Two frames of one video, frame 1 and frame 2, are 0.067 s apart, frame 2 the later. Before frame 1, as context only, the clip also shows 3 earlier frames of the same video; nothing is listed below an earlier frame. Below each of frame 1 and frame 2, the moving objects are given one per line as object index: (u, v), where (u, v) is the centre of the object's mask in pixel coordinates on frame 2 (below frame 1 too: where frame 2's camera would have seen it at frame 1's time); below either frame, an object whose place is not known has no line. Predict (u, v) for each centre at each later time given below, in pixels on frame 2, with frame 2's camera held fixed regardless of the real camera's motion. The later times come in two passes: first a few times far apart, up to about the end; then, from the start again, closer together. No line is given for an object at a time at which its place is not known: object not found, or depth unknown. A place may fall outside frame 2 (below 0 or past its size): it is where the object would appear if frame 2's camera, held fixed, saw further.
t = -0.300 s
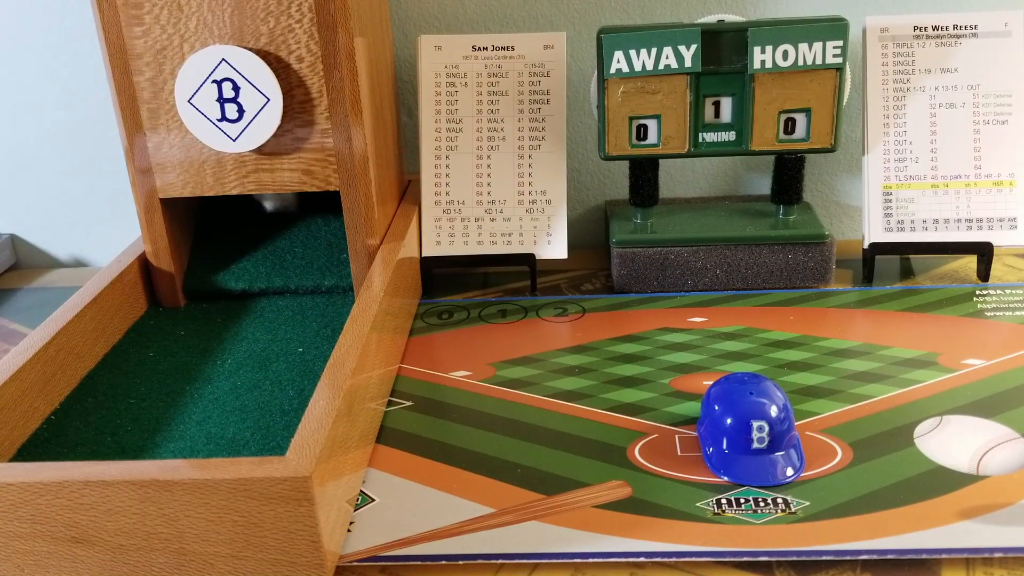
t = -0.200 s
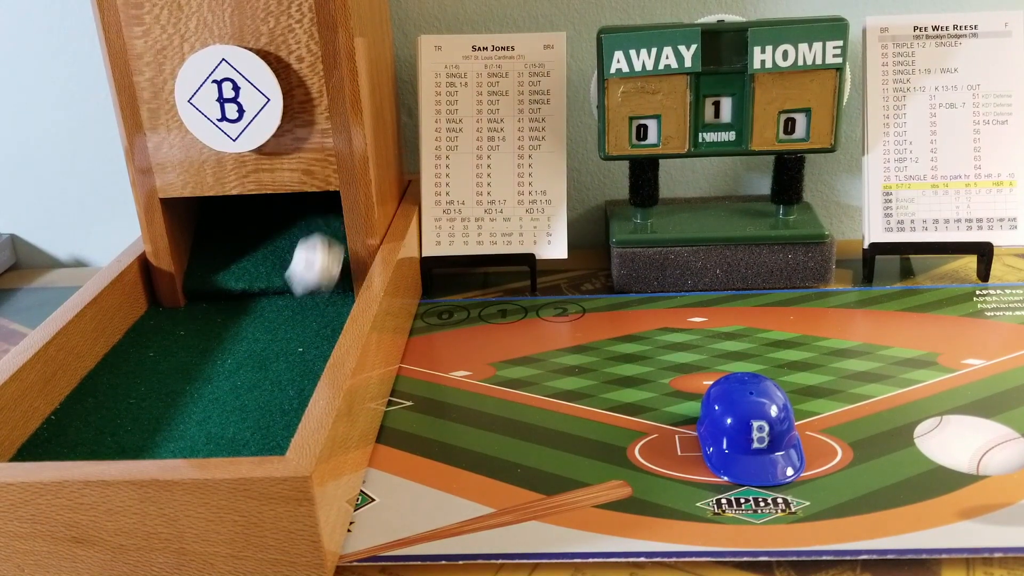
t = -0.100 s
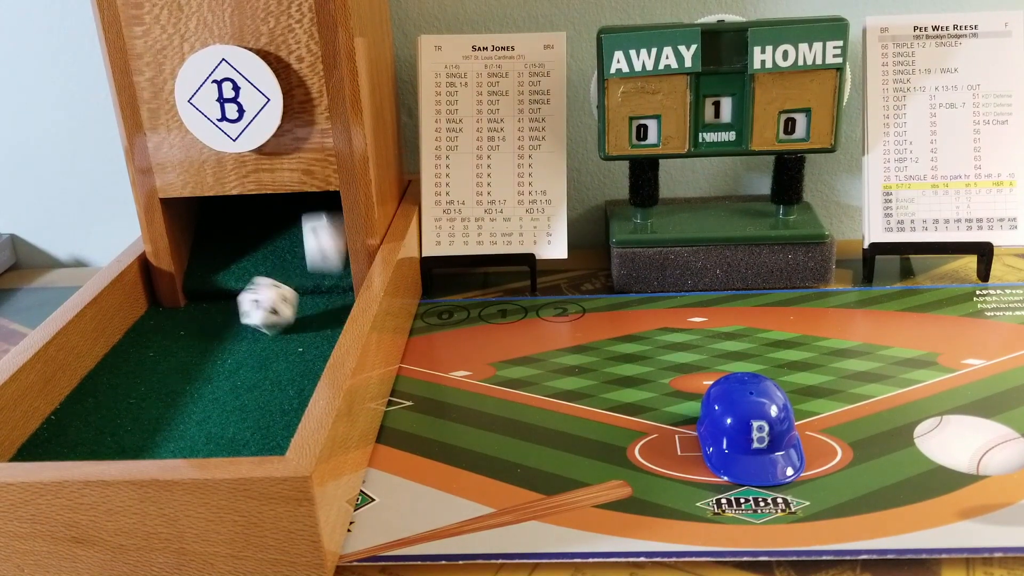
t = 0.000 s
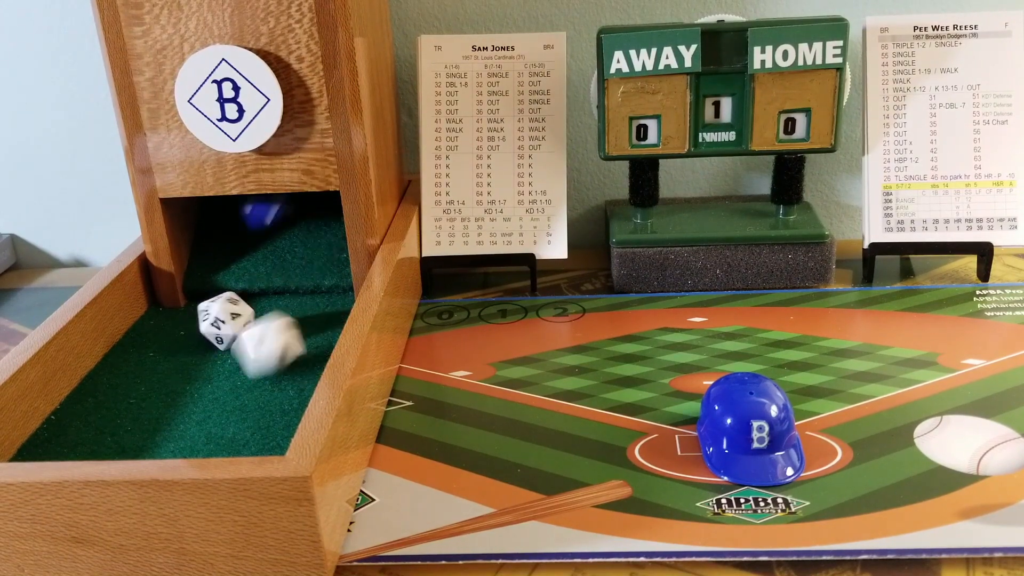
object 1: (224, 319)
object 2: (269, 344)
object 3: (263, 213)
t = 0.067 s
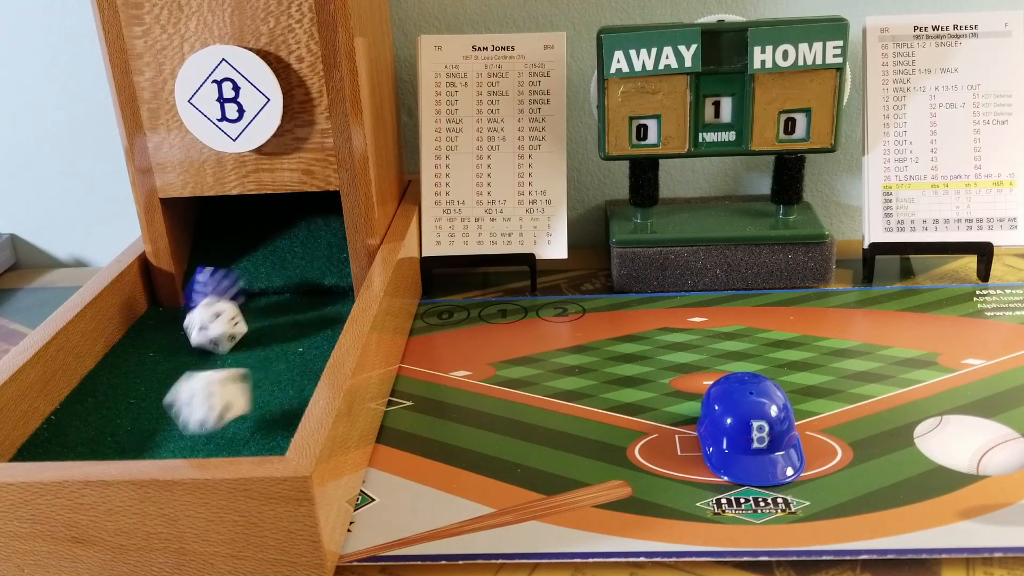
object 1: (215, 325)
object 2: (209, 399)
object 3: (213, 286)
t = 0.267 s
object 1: (168, 386)
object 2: (195, 437)
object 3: (164, 326)
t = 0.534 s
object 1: (136, 426)
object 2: (195, 435)
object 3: (168, 328)
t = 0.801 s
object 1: (134, 416)
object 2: (195, 435)
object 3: (168, 328)
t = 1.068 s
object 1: (134, 415)
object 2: (195, 435)
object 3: (168, 328)
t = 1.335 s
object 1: (134, 415)
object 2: (195, 434)
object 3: (168, 328)
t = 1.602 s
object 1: (134, 415)
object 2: (195, 434)
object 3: (169, 328)
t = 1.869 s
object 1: (134, 415)
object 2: (195, 434)
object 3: (169, 328)
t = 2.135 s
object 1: (134, 415)
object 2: (195, 435)
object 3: (168, 328)
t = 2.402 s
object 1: (134, 415)
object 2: (195, 435)
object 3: (168, 328)
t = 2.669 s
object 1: (134, 415)
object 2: (195, 435)
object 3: (168, 328)
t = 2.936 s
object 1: (134, 415)
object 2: (195, 435)
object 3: (168, 328)
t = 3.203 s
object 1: (134, 415)
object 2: (195, 435)
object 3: (168, 328)
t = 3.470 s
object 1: (134, 415)
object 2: (195, 435)
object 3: (168, 328)
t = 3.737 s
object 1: (134, 415)
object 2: (195, 435)
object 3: (168, 328)
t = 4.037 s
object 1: (134, 415)
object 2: (195, 435)
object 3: (168, 328)
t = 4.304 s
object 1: (134, 415)
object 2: (195, 435)
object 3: (168, 328)
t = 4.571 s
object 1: (134, 415)
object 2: (195, 435)
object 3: (168, 328)
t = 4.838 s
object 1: (134, 415)
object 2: (195, 435)
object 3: (168, 328)
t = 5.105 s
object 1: (134, 415)
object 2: (195, 435)
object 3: (168, 328)
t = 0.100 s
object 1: (208, 337)
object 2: (180, 431)
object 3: (182, 293)
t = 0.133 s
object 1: (200, 348)
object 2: (154, 446)
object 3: (162, 309)
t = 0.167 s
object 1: (193, 355)
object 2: (163, 444)
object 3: (145, 314)
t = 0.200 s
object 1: (187, 367)
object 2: (180, 444)
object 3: (137, 323)
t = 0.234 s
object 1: (178, 375)
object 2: (188, 437)
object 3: (154, 326)
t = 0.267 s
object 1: (168, 386)
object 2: (195, 437)
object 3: (164, 326)
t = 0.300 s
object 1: (157, 393)
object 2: (200, 434)
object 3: (169, 329)
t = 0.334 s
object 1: (148, 397)
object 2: (197, 434)
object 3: (169, 328)
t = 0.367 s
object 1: (143, 403)
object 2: (194, 434)
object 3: (169, 328)
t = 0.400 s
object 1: (141, 411)
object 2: (195, 434)
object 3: (169, 328)
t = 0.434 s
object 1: (137, 418)
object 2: (195, 435)
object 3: (169, 328)
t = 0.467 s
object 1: (137, 425)
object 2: (195, 435)
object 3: (169, 328)
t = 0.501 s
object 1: (137, 425)
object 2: (195, 435)
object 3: (169, 328)
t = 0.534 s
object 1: (136, 426)
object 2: (195, 435)
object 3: (168, 328)
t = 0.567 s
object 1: (135, 424)
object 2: (195, 435)
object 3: (168, 328)
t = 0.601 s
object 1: (135, 421)
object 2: (195, 435)
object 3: (168, 328)
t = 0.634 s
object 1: (134, 419)
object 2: (195, 435)
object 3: (168, 328)
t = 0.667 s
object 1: (134, 417)
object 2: (195, 435)
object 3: (168, 328)
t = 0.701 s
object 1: (134, 415)
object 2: (195, 435)
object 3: (168, 328)
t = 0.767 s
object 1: (134, 416)
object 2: (195, 435)
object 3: (168, 328)
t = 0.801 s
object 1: (134, 416)
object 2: (195, 435)
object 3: (168, 328)
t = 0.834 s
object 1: (134, 415)
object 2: (195, 435)
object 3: (168, 328)
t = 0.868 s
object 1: (134, 415)
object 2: (195, 435)
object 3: (168, 328)
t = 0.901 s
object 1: (134, 415)
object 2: (195, 435)
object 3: (168, 328)
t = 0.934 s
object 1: (134, 415)
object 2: (195, 435)
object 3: (168, 328)
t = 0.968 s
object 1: (134, 415)
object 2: (195, 435)
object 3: (168, 328)
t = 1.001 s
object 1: (134, 415)
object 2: (195, 435)
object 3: (168, 328)
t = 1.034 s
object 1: (134, 415)
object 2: (195, 435)
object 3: (168, 328)
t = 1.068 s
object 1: (134, 415)
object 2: (195, 435)
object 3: (168, 328)
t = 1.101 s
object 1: (134, 415)
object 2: (195, 434)
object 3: (168, 328)
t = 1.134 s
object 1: (134, 415)
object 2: (195, 434)
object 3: (168, 328)
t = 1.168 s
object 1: (134, 415)
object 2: (195, 434)
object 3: (168, 328)
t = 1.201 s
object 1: (134, 415)
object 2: (195, 434)
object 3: (168, 328)
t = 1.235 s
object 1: (134, 415)
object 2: (195, 434)
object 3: (168, 328)
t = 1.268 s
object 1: (134, 415)
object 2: (195, 434)
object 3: (168, 328)
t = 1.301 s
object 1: (134, 415)
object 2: (195, 434)
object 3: (168, 328)
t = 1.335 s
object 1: (134, 415)
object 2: (195, 434)
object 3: (168, 328)
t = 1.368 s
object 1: (134, 415)
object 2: (195, 434)
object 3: (168, 328)
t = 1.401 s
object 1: (134, 415)
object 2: (195, 434)
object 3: (168, 328)
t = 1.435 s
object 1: (134, 415)
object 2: (195, 434)
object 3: (168, 328)
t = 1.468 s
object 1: (134, 415)
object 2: (195, 434)
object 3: (168, 328)
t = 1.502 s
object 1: (134, 415)
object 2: (195, 434)
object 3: (168, 328)
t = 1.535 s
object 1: (134, 415)
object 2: (195, 434)
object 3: (169, 328)
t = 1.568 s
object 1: (134, 415)
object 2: (195, 434)
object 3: (169, 328)
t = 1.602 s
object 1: (134, 415)
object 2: (195, 434)
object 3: (169, 328)
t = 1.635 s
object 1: (134, 415)
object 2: (195, 434)
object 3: (169, 328)
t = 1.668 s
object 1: (134, 415)
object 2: (195, 434)
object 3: (169, 328)
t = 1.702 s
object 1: (134, 415)
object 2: (195, 434)
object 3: (169, 328)
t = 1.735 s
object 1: (134, 415)
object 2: (195, 434)
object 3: (168, 328)
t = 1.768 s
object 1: (134, 415)
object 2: (195, 434)
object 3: (169, 328)
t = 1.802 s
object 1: (134, 415)
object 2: (195, 434)
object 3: (169, 328)
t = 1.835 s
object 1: (134, 415)
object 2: (195, 434)
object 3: (169, 328)
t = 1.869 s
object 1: (134, 415)
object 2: (195, 434)
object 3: (169, 328)
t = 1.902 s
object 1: (134, 415)
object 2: (195, 435)
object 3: (169, 328)
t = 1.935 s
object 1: (134, 415)
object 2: (195, 435)
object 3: (169, 328)
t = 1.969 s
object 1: (134, 415)
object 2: (195, 435)
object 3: (168, 328)
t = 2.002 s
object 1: (134, 415)
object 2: (195, 435)
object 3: (168, 328)
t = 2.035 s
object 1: (134, 415)
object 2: (195, 435)
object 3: (169, 328)
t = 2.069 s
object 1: (134, 415)
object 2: (195, 435)
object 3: (169, 328)
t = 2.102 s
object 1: (134, 415)
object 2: (195, 435)
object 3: (168, 328)
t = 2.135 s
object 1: (134, 415)
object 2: (195, 435)
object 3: (168, 328)
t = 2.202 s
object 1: (134, 415)
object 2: (195, 435)
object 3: (168, 328)
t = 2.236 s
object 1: (134, 415)
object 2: (195, 435)
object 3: (168, 328)
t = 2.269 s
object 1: (134, 415)
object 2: (195, 435)
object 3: (168, 328)
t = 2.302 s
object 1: (134, 415)
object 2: (195, 435)
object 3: (168, 328)
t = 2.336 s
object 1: (134, 415)
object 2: (195, 435)
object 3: (168, 328)
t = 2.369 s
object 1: (134, 415)
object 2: (195, 435)
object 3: (168, 328)
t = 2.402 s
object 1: (134, 415)
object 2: (195, 435)
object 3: (168, 328)
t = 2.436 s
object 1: (134, 415)
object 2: (195, 435)
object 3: (168, 328)
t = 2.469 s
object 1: (134, 415)
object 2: (195, 435)
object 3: (168, 328)
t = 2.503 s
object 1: (134, 415)
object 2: (195, 435)
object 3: (168, 328)
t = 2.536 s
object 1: (134, 415)
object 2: (195, 435)
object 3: (168, 328)
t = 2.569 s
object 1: (134, 415)
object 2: (195, 435)
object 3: (168, 328)
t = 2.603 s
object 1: (134, 415)
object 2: (195, 435)
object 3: (168, 328)
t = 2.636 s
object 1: (134, 415)
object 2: (195, 435)
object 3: (168, 328)
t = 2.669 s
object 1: (134, 415)
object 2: (195, 435)
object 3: (168, 328)
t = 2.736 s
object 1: (134, 415)
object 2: (195, 435)
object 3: (168, 328)
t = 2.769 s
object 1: (134, 415)
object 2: (195, 435)
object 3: (168, 328)
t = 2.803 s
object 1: (134, 415)
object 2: (195, 435)
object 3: (168, 328)
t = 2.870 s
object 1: (134, 415)
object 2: (195, 435)
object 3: (168, 328)
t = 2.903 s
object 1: (134, 415)
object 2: (195, 435)
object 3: (168, 328)
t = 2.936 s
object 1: (134, 415)
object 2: (195, 435)
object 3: (168, 328)
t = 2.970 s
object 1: (134, 415)
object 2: (195, 435)
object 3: (168, 328)
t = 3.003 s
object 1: (134, 415)
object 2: (195, 435)
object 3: (168, 328)
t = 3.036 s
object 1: (134, 415)
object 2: (195, 435)
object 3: (168, 328)
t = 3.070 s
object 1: (134, 415)
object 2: (195, 435)
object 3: (168, 328)
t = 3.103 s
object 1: (134, 415)
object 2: (195, 435)
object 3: (168, 328)
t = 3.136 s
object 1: (134, 415)
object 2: (195, 435)
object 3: (168, 328)
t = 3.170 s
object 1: (134, 415)
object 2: (195, 435)
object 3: (168, 328)
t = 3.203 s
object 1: (134, 415)
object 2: (195, 435)
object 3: (168, 328)
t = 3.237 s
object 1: (134, 415)
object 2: (195, 435)
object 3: (168, 328)
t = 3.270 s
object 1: (134, 415)
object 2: (195, 435)
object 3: (168, 328)
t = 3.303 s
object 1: (134, 415)
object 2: (195, 435)
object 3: (168, 328)
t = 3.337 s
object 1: (134, 415)
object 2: (195, 435)
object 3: (168, 328)
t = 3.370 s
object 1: (134, 415)
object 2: (195, 435)
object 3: (168, 328)
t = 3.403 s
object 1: (134, 415)
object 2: (195, 435)
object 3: (168, 328)
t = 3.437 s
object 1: (134, 415)
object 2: (195, 435)
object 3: (168, 328)
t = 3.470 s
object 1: (134, 415)
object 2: (195, 435)
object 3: (168, 328)
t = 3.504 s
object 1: (134, 415)
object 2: (195, 435)
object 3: (168, 328)
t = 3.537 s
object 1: (134, 415)
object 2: (195, 435)
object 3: (168, 328)
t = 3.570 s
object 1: (134, 415)
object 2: (195, 435)
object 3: (168, 328)
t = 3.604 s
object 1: (134, 415)
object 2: (195, 435)
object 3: (168, 328)
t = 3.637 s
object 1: (134, 415)
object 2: (195, 435)
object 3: (168, 328)
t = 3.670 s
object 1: (134, 415)
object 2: (195, 435)
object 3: (168, 328)
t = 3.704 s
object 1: (134, 415)
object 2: (195, 435)
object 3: (168, 328)
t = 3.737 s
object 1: (134, 415)
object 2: (195, 435)
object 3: (168, 328)
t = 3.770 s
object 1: (134, 415)
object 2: (195, 435)
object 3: (168, 328)
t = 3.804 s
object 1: (134, 415)
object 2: (195, 435)
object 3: (168, 328)
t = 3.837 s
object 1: (134, 415)
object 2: (195, 435)
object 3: (168, 328)
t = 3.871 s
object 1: (134, 415)
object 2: (195, 435)
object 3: (168, 328)
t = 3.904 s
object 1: (134, 415)
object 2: (195, 435)
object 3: (168, 328)
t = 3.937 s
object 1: (134, 415)
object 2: (195, 435)
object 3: (168, 328)
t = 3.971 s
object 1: (134, 415)
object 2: (195, 435)
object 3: (168, 328)
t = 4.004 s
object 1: (134, 415)
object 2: (195, 435)
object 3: (168, 328)
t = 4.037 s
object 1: (134, 415)
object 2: (195, 435)
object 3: (168, 328)
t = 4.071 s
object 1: (134, 415)
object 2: (195, 435)
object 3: (168, 328)
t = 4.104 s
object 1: (134, 415)
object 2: (195, 435)
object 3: (168, 328)
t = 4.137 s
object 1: (134, 415)
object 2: (195, 435)
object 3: (168, 328)
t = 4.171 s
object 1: (134, 415)
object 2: (195, 435)
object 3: (168, 328)
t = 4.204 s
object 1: (134, 415)
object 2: (195, 435)
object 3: (168, 328)
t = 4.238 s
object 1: (134, 415)
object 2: (195, 435)
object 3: (168, 328)
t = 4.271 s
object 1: (134, 415)
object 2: (195, 435)
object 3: (168, 328)
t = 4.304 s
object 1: (134, 415)
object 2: (195, 435)
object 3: (168, 328)
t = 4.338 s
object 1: (134, 415)
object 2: (195, 435)
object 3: (168, 328)
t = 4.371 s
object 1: (134, 415)
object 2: (195, 435)
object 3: (168, 328)
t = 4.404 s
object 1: (134, 415)
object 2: (195, 435)
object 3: (168, 328)
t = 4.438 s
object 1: (134, 415)
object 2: (195, 435)
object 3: (168, 328)
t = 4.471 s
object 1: (134, 415)
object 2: (195, 435)
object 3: (168, 328)
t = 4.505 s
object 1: (134, 415)
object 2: (195, 435)
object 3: (168, 328)
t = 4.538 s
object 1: (134, 415)
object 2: (195, 435)
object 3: (168, 328)
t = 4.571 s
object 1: (134, 415)
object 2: (195, 435)
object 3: (168, 328)
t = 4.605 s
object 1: (134, 415)
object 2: (195, 435)
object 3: (168, 328)
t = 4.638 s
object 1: (134, 415)
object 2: (195, 435)
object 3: (168, 328)
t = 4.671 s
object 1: (134, 415)
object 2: (195, 435)
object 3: (168, 328)
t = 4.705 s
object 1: (134, 415)
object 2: (195, 435)
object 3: (168, 328)
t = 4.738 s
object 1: (134, 415)
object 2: (195, 435)
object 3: (168, 328)
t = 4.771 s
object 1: (134, 415)
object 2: (195, 435)
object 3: (168, 328)
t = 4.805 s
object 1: (134, 415)
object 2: (195, 435)
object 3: (168, 328)
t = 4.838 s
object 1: (134, 415)
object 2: (195, 435)
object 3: (168, 328)
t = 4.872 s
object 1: (134, 415)
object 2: (195, 435)
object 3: (168, 328)
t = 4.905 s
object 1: (134, 415)
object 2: (195, 435)
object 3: (168, 328)
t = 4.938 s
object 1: (134, 415)
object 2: (195, 435)
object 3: (168, 328)
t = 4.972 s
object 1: (134, 415)
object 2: (195, 435)
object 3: (168, 328)
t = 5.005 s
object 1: (134, 415)
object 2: (195, 435)
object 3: (168, 328)
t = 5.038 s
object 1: (134, 415)
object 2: (195, 435)
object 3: (168, 328)
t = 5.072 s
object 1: (134, 415)
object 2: (195, 435)
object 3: (168, 328)
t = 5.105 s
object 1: (134, 415)
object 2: (195, 435)
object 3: (168, 328)
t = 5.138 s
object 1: (134, 415)
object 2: (195, 435)
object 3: (168, 328)
